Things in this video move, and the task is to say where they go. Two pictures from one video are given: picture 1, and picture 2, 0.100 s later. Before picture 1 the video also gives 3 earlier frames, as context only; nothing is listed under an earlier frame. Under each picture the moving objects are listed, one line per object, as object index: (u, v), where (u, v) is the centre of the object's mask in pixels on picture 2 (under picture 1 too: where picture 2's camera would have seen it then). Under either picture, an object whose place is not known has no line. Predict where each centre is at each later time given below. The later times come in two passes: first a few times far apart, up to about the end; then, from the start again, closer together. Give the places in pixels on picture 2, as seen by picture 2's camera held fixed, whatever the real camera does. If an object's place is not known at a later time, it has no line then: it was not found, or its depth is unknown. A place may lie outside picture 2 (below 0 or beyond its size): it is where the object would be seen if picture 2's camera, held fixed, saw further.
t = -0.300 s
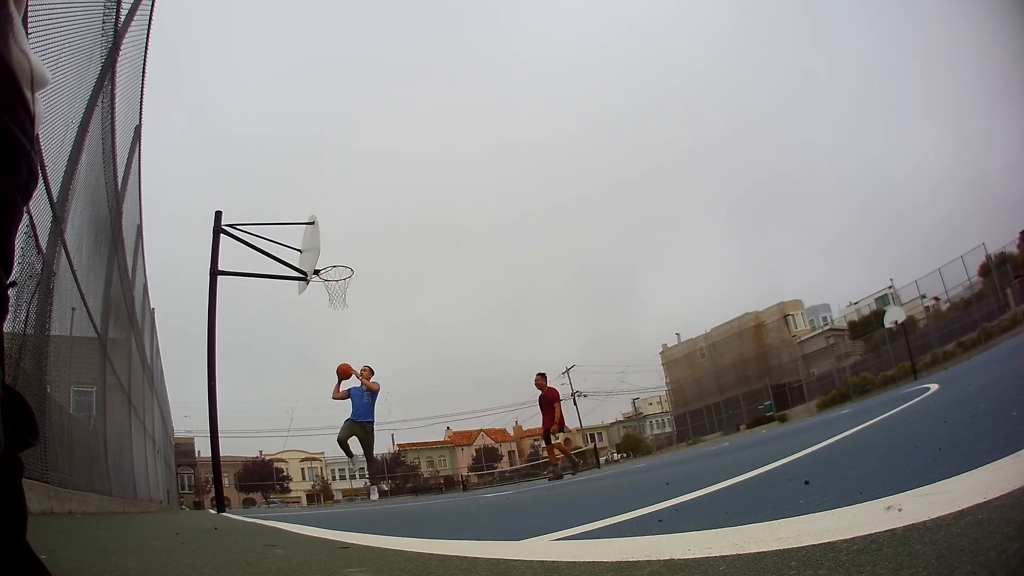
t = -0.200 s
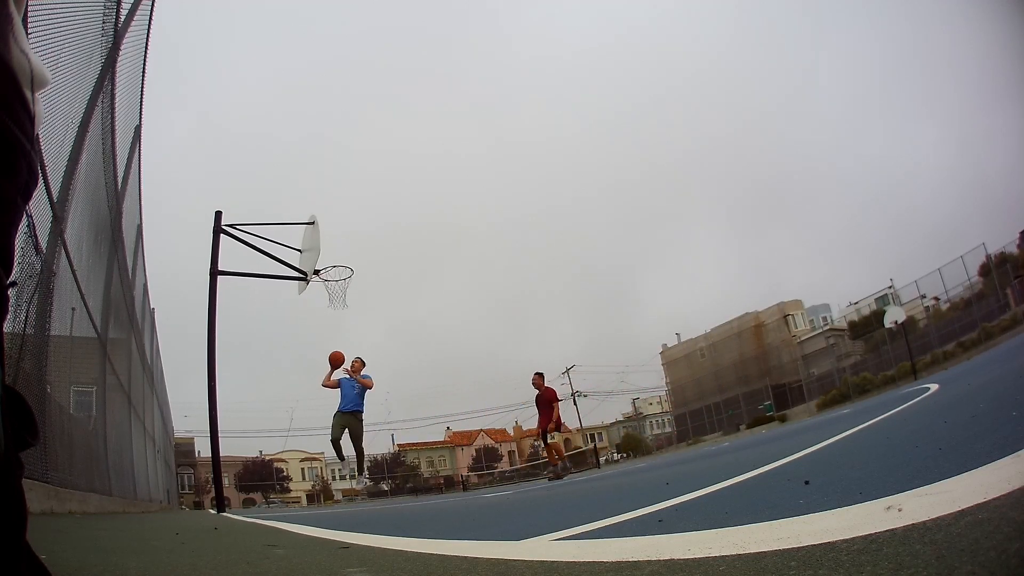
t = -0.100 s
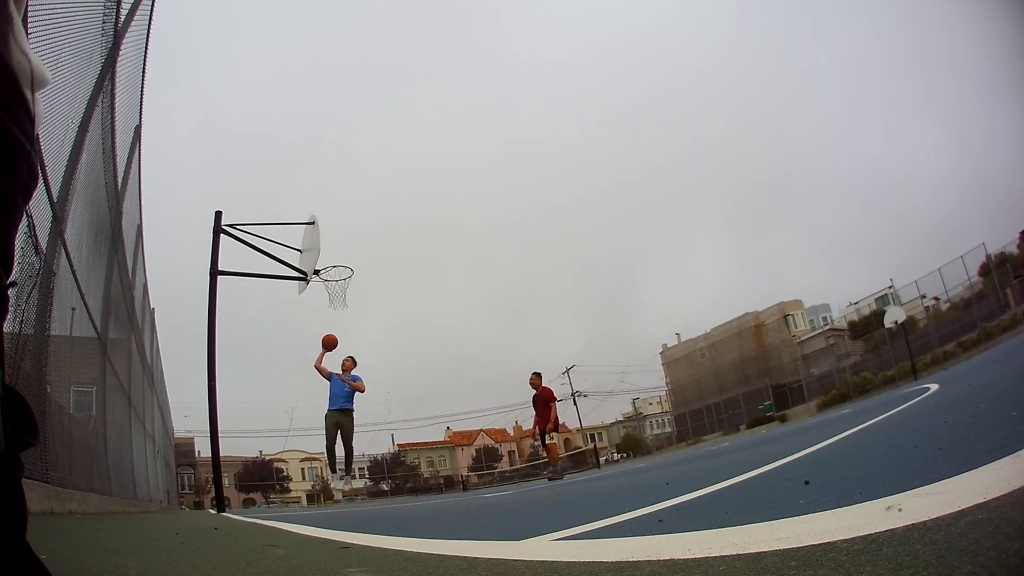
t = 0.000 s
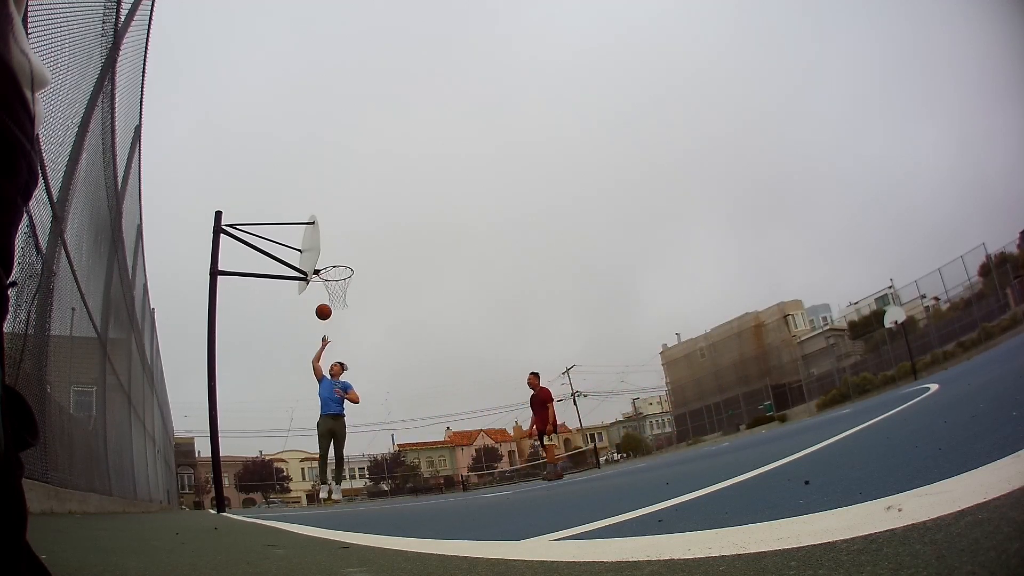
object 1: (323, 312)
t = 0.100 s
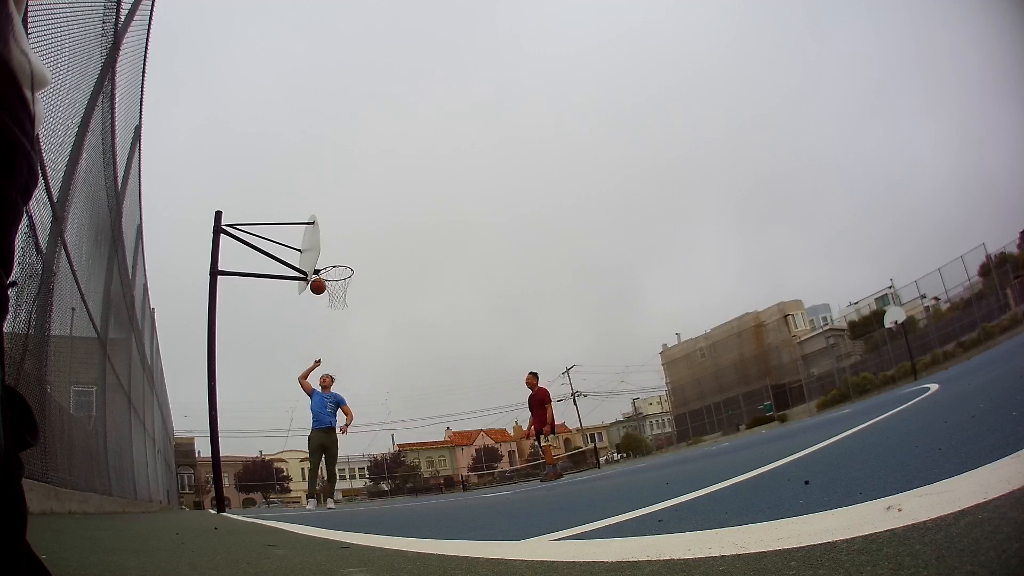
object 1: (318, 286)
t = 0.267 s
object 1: (320, 262)
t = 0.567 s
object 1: (338, 280)
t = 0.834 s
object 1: (355, 342)
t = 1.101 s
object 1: (383, 461)
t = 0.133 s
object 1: (317, 281)
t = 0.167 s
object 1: (317, 273)
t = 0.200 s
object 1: (318, 267)
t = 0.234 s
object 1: (318, 264)
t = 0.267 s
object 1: (320, 262)
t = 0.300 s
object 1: (321, 262)
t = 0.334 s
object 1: (322, 261)
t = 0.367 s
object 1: (323, 261)
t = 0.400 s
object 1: (325, 263)
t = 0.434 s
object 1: (327, 264)
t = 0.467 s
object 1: (330, 267)
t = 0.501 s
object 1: (332, 271)
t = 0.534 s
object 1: (335, 275)
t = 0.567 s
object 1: (338, 280)
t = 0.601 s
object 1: (341, 286)
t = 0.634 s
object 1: (343, 293)
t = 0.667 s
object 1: (345, 299)
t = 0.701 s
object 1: (347, 306)
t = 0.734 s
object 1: (348, 313)
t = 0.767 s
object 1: (351, 322)
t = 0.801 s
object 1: (353, 331)
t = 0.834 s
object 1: (355, 342)
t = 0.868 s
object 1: (358, 353)
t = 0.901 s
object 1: (360, 366)
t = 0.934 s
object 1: (363, 379)
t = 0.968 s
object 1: (366, 394)
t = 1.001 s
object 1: (370, 409)
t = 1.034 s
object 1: (373, 426)
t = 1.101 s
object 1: (383, 461)
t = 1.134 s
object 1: (386, 482)
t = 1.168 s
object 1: (388, 491)
